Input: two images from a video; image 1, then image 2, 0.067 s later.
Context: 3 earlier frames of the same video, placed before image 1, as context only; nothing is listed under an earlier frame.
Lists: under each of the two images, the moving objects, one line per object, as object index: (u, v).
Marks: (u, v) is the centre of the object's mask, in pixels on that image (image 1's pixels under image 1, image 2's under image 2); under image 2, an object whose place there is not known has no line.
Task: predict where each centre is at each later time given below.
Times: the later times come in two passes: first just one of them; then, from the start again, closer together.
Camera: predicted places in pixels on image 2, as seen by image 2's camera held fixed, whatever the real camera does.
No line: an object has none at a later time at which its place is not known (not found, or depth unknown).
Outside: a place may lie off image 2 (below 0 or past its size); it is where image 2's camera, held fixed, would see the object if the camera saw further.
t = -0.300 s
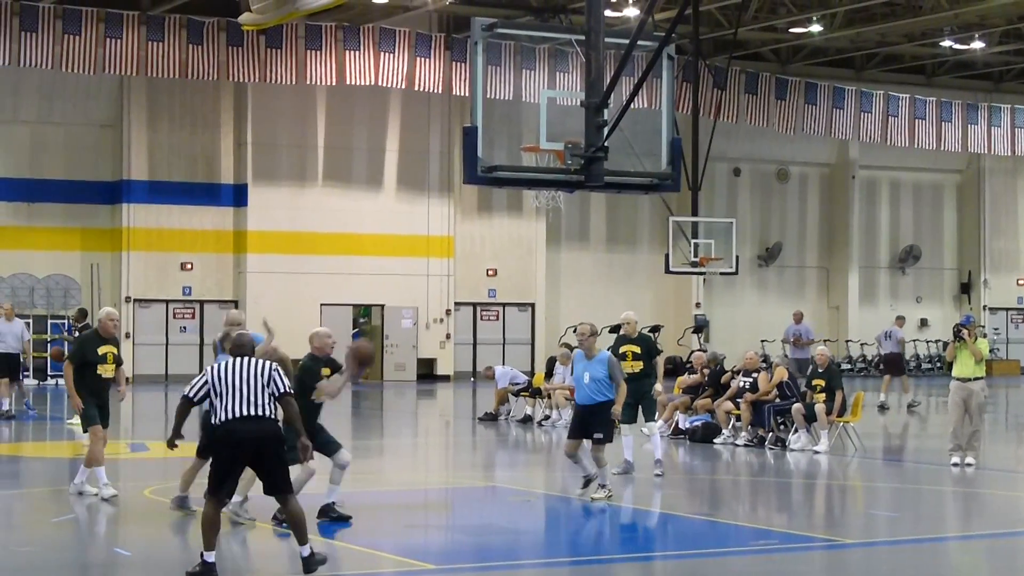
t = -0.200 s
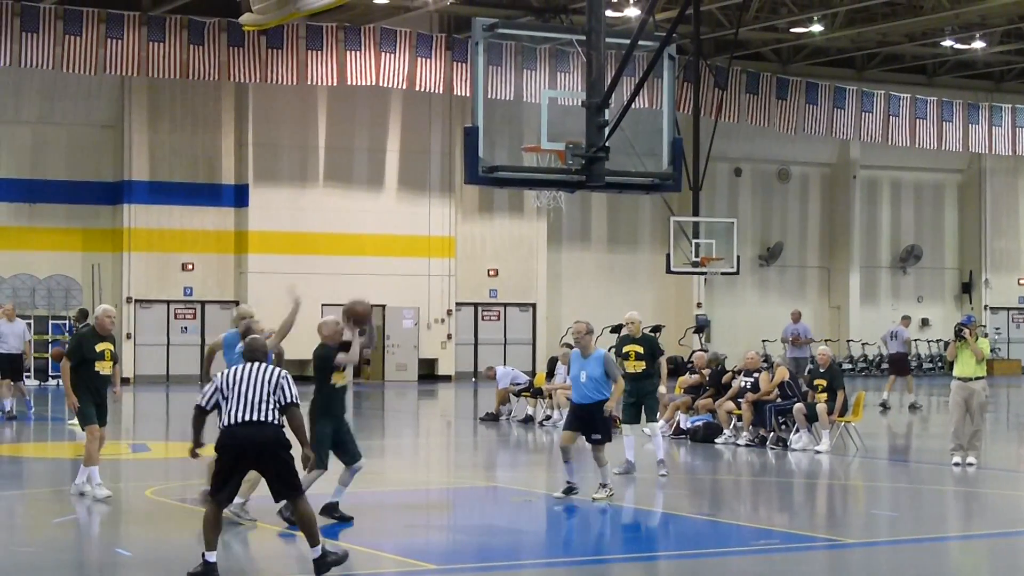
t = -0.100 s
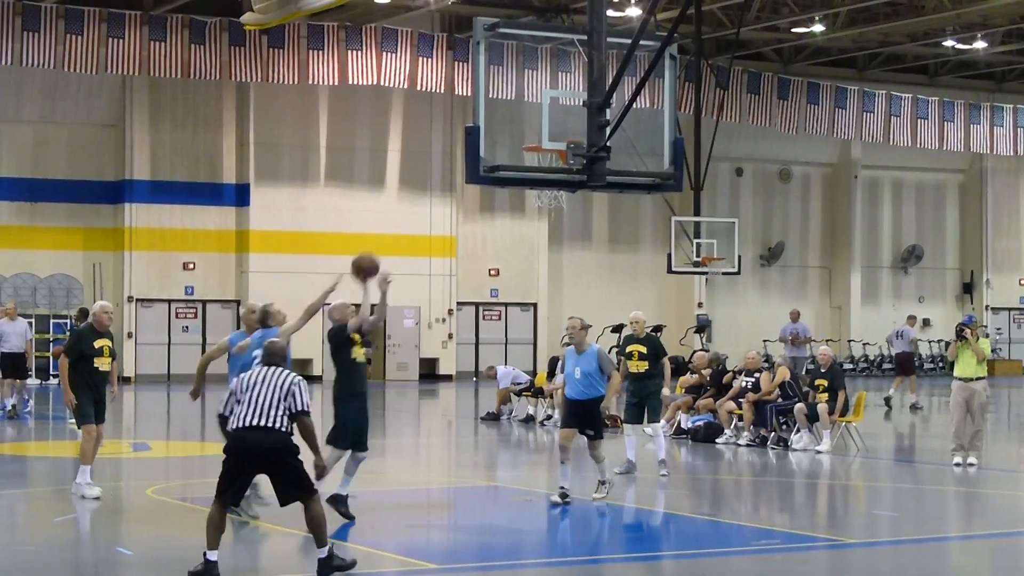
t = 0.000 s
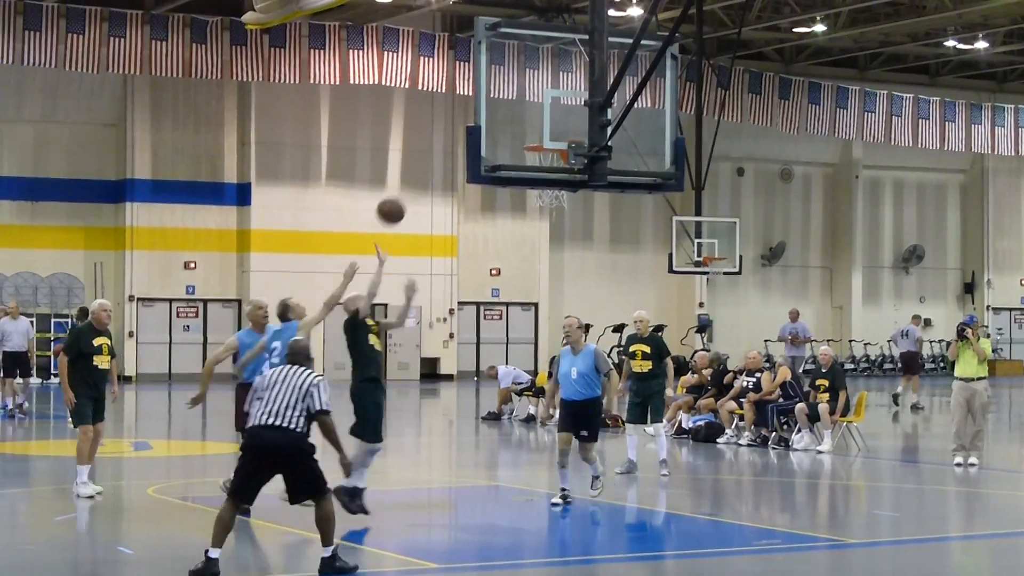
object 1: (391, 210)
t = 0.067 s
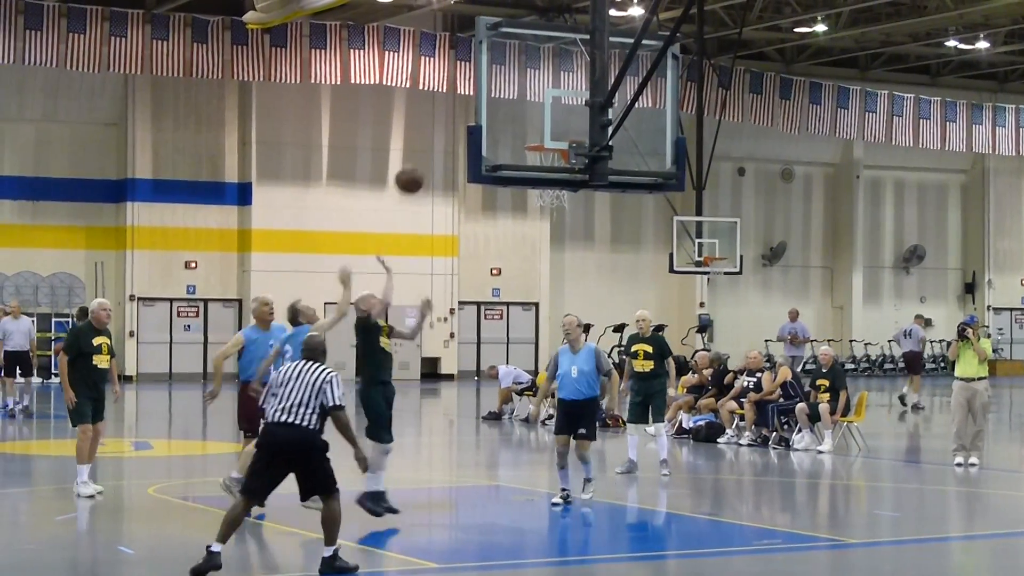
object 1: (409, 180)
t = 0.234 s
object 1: (453, 126)
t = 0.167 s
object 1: (435, 144)
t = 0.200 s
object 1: (445, 134)
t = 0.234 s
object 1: (453, 126)
